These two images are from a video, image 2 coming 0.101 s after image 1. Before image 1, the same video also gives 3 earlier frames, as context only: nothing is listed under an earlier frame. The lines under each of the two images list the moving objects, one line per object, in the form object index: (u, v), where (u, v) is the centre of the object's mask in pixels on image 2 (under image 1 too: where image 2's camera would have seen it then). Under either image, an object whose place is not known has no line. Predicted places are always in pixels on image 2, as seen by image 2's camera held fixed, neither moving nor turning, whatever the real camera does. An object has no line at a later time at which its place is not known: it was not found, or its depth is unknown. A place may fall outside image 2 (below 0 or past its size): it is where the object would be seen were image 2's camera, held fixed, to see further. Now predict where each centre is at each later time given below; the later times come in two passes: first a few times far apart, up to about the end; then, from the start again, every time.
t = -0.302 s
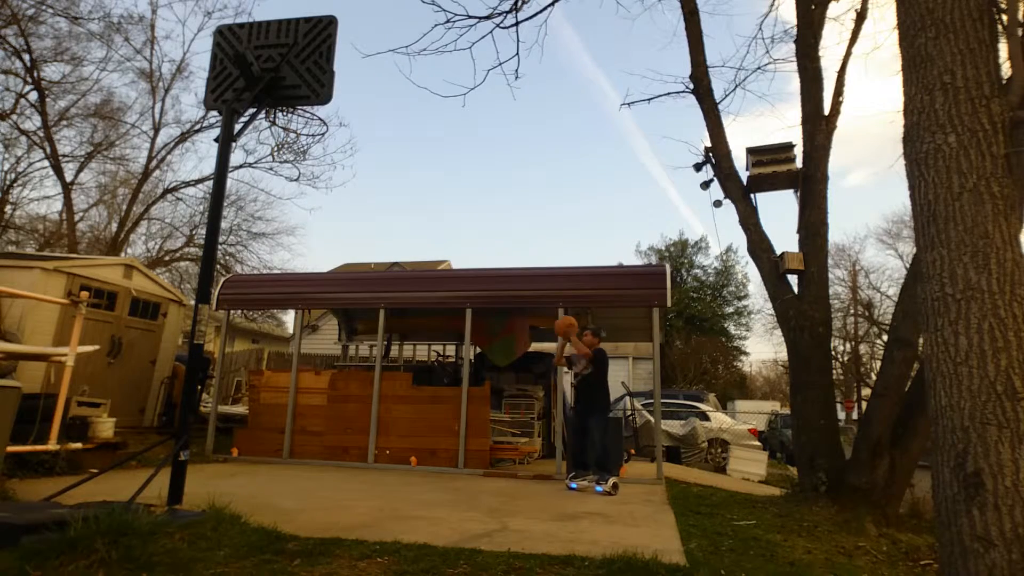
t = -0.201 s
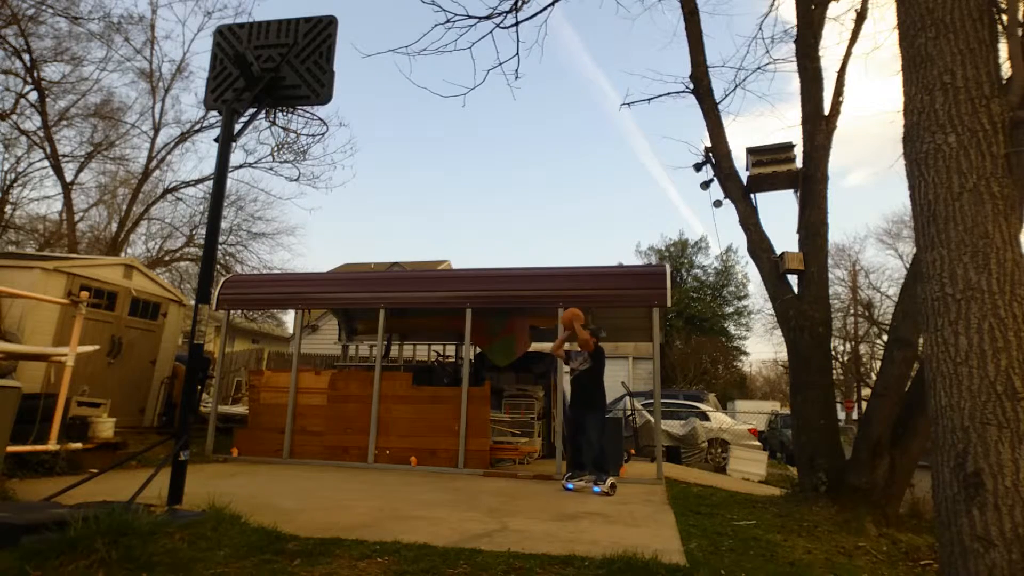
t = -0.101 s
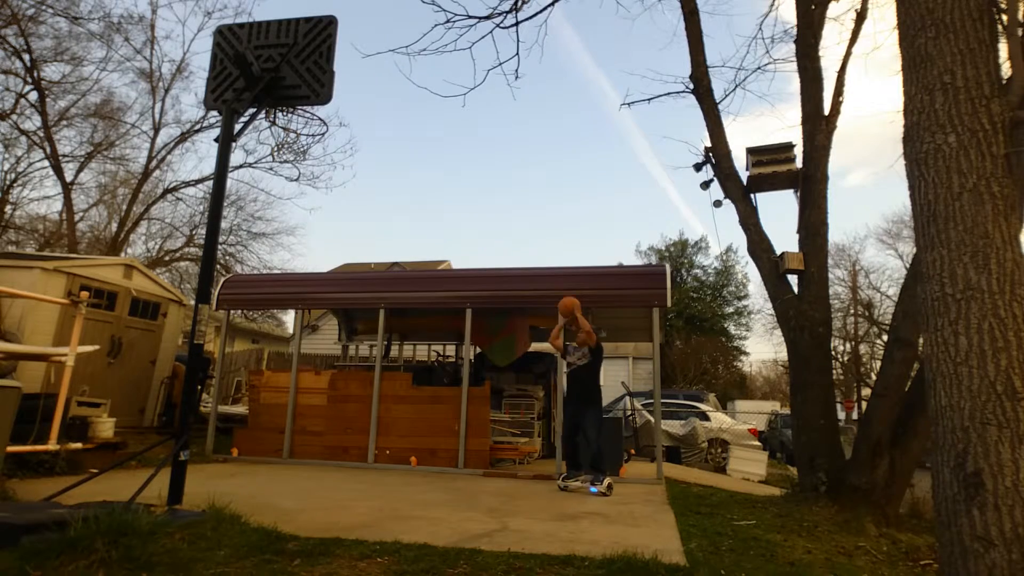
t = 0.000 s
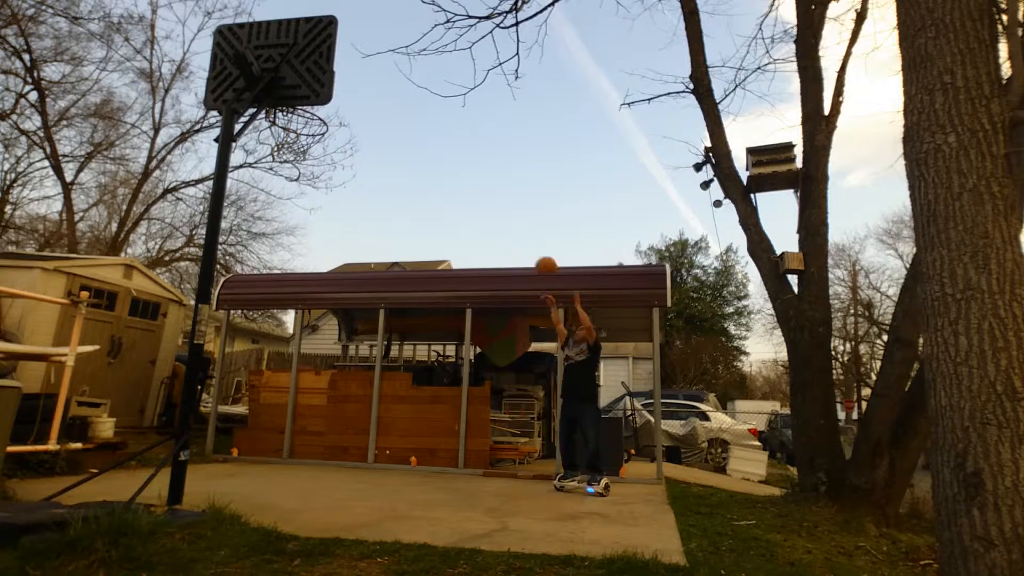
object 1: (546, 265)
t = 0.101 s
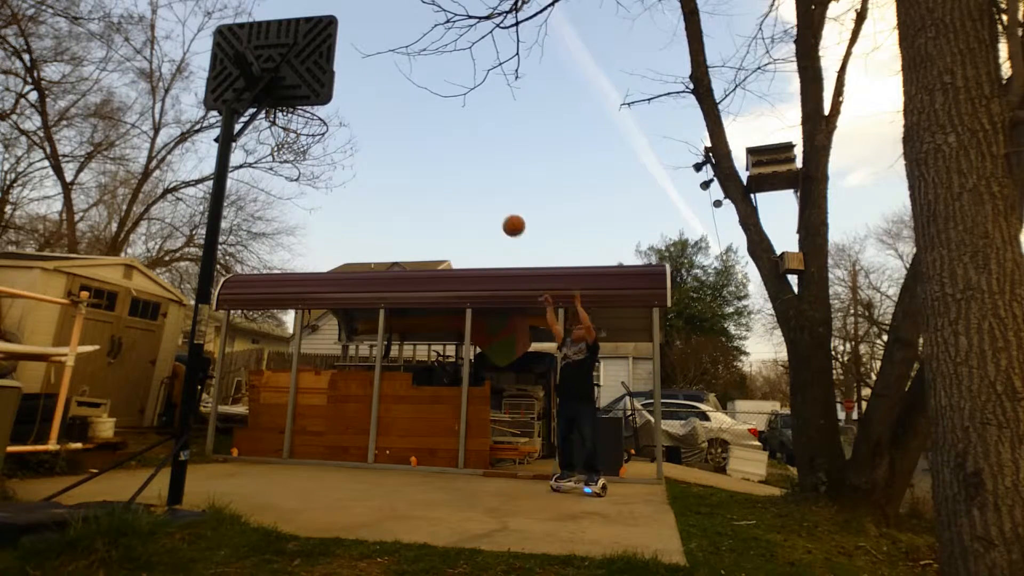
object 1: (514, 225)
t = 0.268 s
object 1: (456, 172)
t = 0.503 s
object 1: (361, 132)
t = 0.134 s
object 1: (503, 213)
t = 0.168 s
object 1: (491, 202)
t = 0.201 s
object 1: (480, 191)
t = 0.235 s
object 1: (468, 181)
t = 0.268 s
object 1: (456, 172)
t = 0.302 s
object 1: (444, 163)
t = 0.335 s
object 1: (431, 156)
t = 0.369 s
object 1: (418, 149)
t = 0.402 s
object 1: (404, 143)
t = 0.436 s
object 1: (391, 138)
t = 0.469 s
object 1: (376, 134)
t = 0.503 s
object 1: (361, 132)
